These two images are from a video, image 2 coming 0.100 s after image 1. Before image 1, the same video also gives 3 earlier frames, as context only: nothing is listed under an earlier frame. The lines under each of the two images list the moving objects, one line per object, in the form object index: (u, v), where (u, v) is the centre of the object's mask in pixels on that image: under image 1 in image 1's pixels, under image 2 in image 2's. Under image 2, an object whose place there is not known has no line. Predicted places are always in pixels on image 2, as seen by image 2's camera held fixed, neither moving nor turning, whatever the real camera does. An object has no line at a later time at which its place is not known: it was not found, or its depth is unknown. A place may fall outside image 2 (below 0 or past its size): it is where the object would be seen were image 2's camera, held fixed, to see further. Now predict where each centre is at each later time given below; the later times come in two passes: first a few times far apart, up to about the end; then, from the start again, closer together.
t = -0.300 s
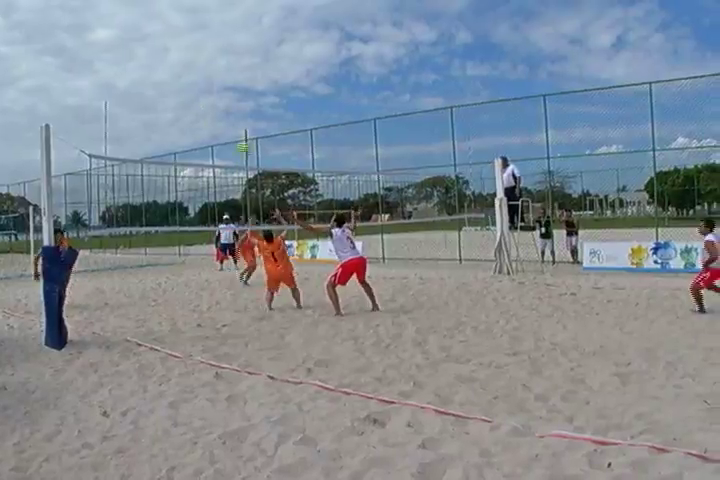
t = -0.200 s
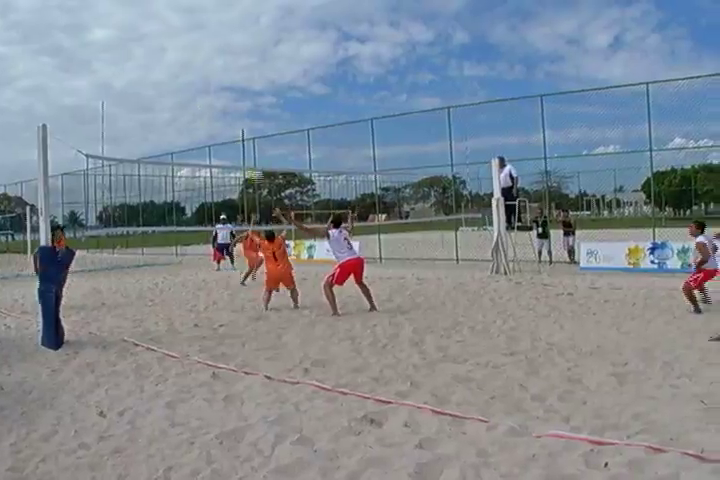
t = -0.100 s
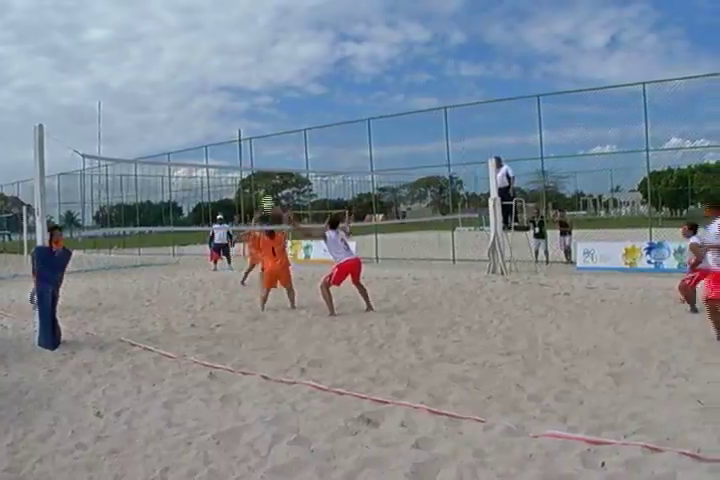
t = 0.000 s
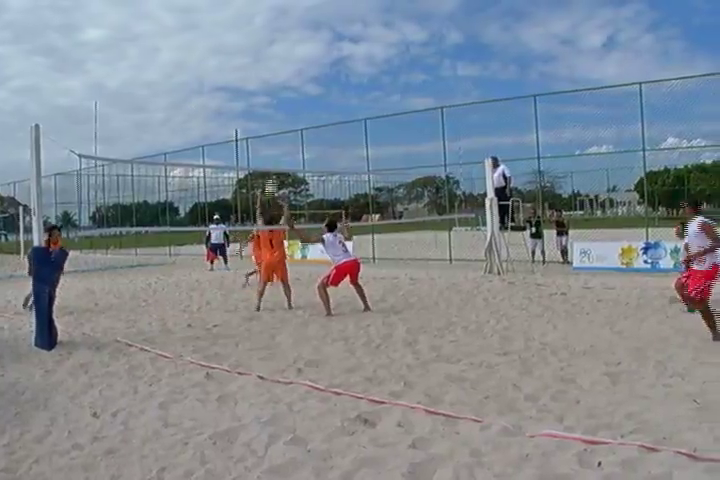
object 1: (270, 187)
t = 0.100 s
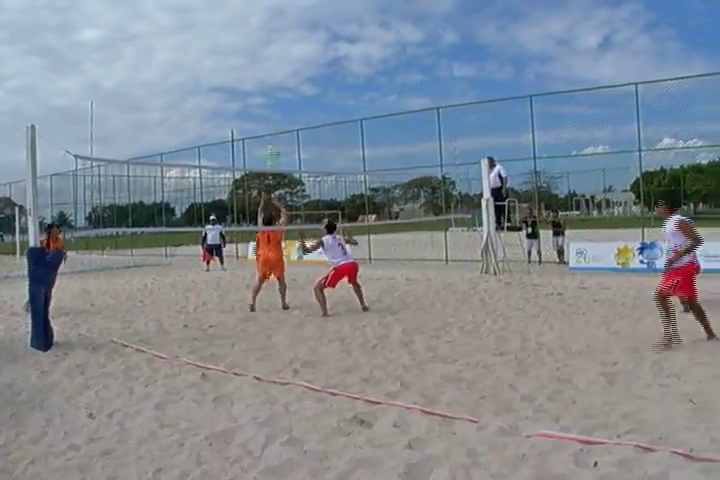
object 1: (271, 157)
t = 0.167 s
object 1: (276, 131)
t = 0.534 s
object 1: (297, 69)
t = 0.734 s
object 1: (307, 65)
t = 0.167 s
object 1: (276, 131)
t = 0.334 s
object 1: (286, 93)
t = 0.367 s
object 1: (287, 88)
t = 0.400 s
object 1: (289, 84)
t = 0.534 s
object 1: (297, 69)
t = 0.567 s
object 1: (299, 67)
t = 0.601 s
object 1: (300, 66)
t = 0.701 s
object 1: (305, 64)
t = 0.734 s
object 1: (307, 65)
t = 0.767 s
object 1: (309, 66)
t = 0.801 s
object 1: (310, 68)
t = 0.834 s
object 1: (312, 70)
